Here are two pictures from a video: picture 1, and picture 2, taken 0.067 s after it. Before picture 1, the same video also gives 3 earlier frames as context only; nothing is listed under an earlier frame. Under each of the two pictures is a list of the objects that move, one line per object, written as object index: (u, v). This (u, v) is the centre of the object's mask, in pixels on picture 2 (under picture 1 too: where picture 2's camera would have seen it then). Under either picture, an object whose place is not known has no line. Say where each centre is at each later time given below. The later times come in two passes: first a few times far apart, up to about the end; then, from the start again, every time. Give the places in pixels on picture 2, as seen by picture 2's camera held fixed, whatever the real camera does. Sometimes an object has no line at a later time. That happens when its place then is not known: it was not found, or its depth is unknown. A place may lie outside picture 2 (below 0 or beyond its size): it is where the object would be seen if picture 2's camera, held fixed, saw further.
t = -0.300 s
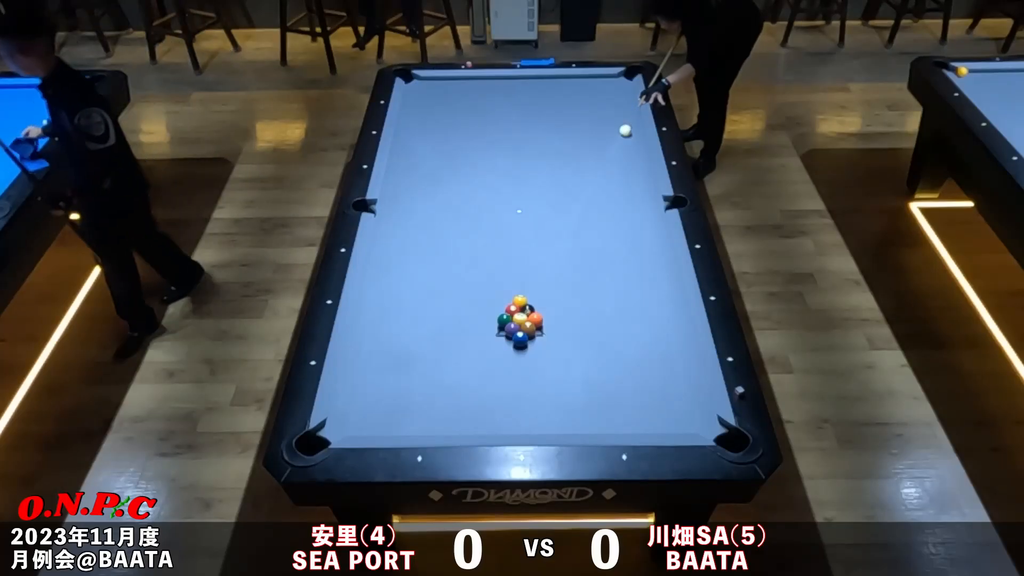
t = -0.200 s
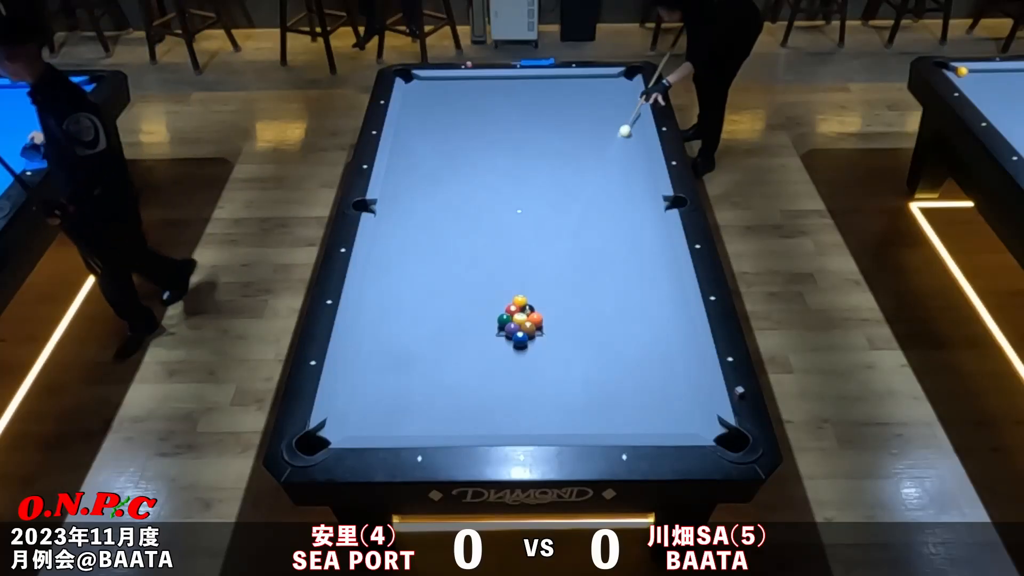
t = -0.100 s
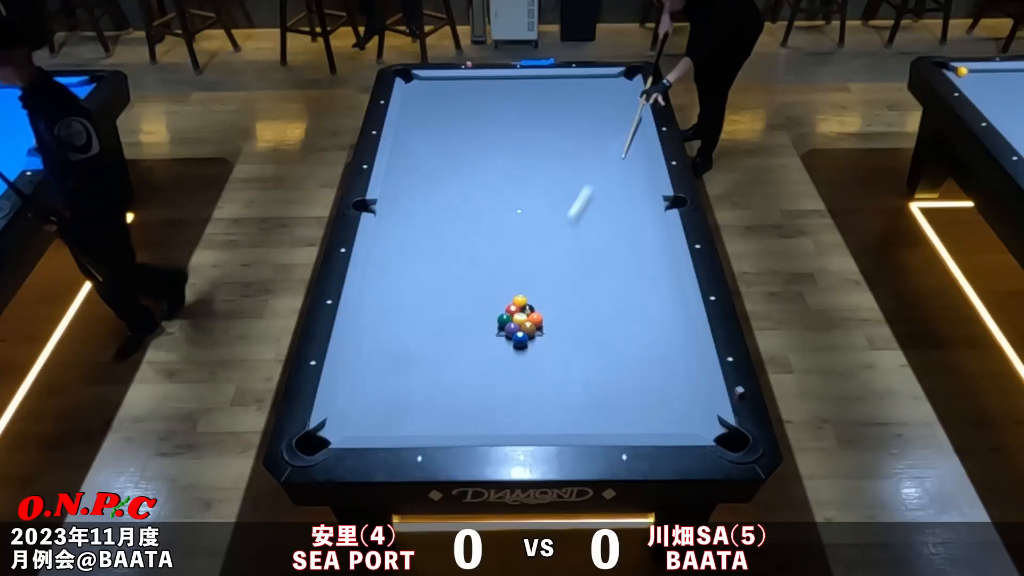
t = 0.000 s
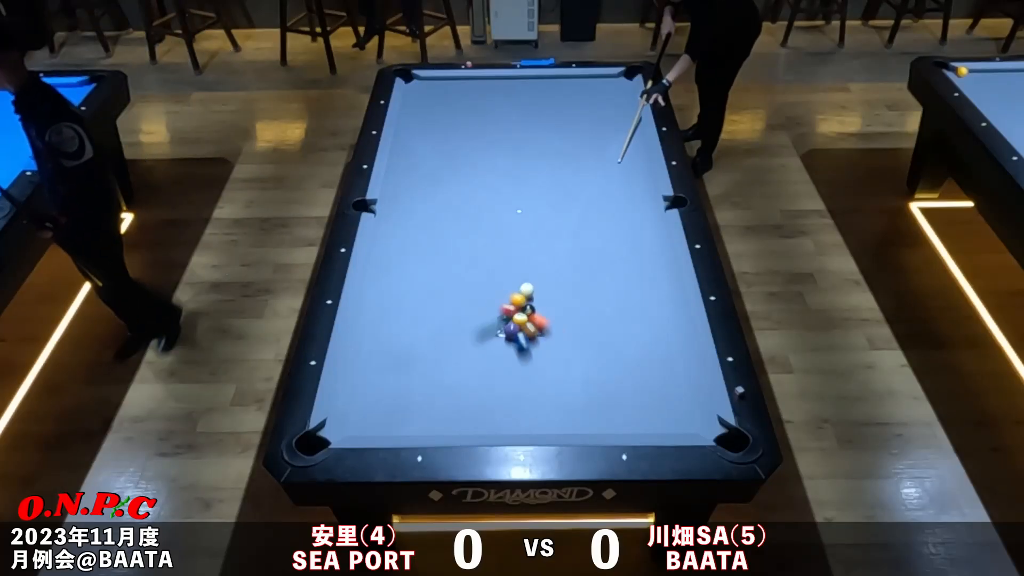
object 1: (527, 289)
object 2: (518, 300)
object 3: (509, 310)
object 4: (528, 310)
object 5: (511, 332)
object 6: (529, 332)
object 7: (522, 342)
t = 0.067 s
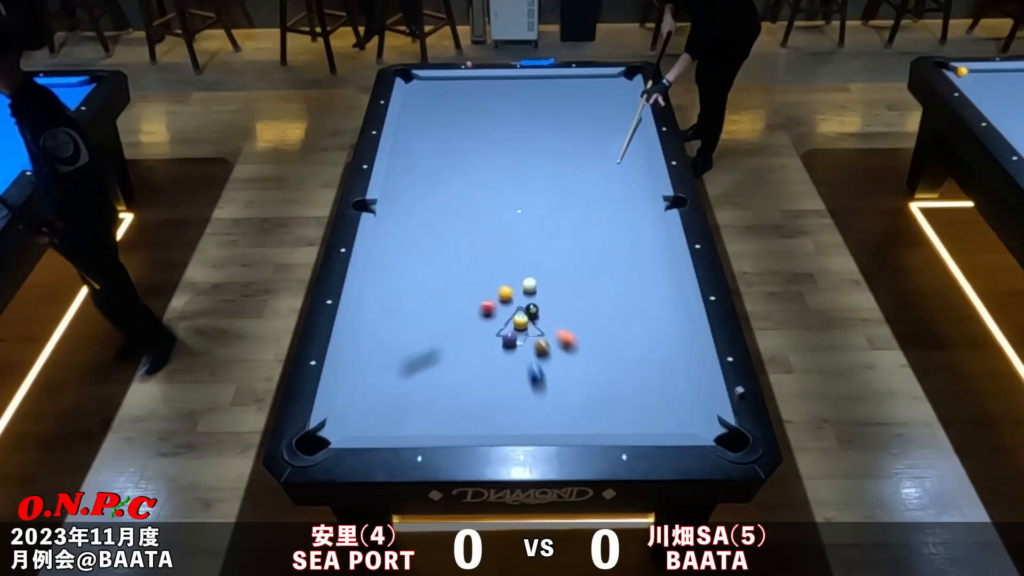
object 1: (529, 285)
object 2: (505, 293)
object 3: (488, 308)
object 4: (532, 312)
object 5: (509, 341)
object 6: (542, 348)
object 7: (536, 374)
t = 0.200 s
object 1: (534, 275)
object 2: (486, 281)
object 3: (455, 302)
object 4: (538, 310)
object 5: (505, 352)
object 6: (562, 373)
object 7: (563, 425)
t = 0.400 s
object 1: (539, 263)
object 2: (460, 265)
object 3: (409, 292)
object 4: (547, 308)
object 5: (498, 371)
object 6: (610, 377)
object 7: (563, 407)
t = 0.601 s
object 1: (544, 251)
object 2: (435, 250)
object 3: (367, 284)
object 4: (555, 306)
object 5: (491, 390)
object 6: (663, 364)
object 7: (553, 415)
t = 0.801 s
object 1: (549, 240)
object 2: (412, 236)
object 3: (394, 274)
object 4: (562, 304)
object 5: (485, 409)
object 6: (680, 355)
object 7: (545, 421)
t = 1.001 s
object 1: (553, 230)
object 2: (391, 223)
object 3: (421, 265)
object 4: (568, 302)
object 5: (478, 427)
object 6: (673, 321)
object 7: (537, 425)
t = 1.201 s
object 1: (557, 221)
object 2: (385, 212)
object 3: (445, 255)
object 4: (574, 301)
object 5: (474, 419)
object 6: (649, 298)
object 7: (533, 427)
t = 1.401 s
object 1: (561, 213)
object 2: (394, 204)
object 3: (468, 247)
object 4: (579, 300)
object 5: (471, 412)
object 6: (628, 277)
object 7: (532, 425)
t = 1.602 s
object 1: (564, 205)
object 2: (403, 196)
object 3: (490, 239)
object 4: (583, 299)
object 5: (467, 403)
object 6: (608, 258)
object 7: (532, 423)
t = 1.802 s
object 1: (567, 198)
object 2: (410, 189)
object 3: (510, 231)
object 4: (586, 299)
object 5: (465, 395)
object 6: (590, 240)
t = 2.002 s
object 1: (570, 192)
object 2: (417, 183)
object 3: (530, 224)
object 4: (588, 299)
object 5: (463, 390)
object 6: (574, 223)
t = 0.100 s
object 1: (531, 283)
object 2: (500, 290)
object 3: (479, 306)
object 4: (533, 311)
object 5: (509, 344)
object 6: (547, 355)
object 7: (543, 389)
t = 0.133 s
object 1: (532, 280)
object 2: (496, 288)
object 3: (471, 304)
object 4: (535, 311)
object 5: (507, 346)
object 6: (552, 361)
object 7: (550, 404)
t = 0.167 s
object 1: (533, 278)
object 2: (491, 285)
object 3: (463, 304)
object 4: (536, 310)
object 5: (506, 349)
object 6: (557, 367)
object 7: (557, 419)
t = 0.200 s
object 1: (534, 275)
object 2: (486, 281)
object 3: (455, 302)
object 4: (538, 310)
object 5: (505, 352)
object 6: (562, 373)
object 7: (563, 425)
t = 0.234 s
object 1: (535, 273)
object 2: (481, 279)
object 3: (447, 300)
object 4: (540, 310)
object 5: (504, 356)
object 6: (567, 379)
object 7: (566, 417)
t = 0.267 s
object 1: (535, 271)
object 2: (477, 276)
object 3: (440, 298)
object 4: (541, 309)
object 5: (503, 359)
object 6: (573, 385)
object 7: (569, 408)
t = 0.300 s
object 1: (536, 269)
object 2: (473, 273)
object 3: (432, 297)
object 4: (542, 309)
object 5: (502, 361)
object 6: (580, 387)
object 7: (570, 402)
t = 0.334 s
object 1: (537, 267)
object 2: (468, 270)
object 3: (424, 296)
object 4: (544, 309)
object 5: (501, 364)
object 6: (590, 384)
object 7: (567, 403)
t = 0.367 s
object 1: (538, 265)
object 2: (464, 268)
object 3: (417, 294)
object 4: (545, 308)
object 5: (500, 368)
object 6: (600, 380)
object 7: (565, 405)
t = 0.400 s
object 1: (539, 263)
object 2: (460, 265)
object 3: (409, 292)
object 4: (547, 308)
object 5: (498, 371)
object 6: (610, 377)
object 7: (563, 407)
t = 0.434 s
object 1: (540, 261)
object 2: (455, 263)
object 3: (402, 291)
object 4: (548, 308)
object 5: (497, 375)
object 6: (619, 373)
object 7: (561, 409)
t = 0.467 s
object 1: (541, 259)
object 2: (451, 260)
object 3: (395, 290)
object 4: (550, 307)
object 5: (497, 379)
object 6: (628, 371)
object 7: (560, 410)
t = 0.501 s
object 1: (542, 257)
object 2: (447, 258)
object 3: (387, 288)
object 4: (551, 307)
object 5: (495, 380)
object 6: (638, 370)
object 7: (558, 411)
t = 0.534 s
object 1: (542, 255)
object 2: (443, 255)
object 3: (380, 287)
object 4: (552, 307)
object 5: (494, 384)
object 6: (646, 368)
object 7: (556, 412)
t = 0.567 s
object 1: (543, 253)
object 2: (439, 252)
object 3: (373, 285)
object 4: (554, 306)
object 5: (493, 387)
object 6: (654, 366)
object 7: (555, 414)
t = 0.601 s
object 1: (544, 251)
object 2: (435, 250)
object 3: (367, 284)
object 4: (555, 306)
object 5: (491, 390)
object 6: (663, 364)
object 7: (553, 415)
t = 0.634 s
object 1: (545, 249)
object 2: (431, 248)
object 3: (370, 282)
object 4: (556, 305)
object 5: (490, 394)
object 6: (671, 363)
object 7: (552, 416)
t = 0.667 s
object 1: (546, 247)
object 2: (427, 245)
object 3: (376, 280)
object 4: (557, 306)
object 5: (489, 397)
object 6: (680, 361)
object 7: (550, 416)
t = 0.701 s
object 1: (547, 245)
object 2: (423, 243)
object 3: (380, 279)
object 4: (559, 305)
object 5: (488, 400)
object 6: (688, 360)
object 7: (549, 418)
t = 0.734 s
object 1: (547, 244)
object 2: (420, 241)
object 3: (385, 277)
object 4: (560, 304)
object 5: (487, 403)
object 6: (692, 357)
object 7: (548, 419)
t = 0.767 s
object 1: (548, 242)
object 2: (416, 239)
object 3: (390, 276)
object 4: (561, 304)
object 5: (486, 407)
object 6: (686, 356)
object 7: (546, 420)
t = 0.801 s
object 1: (549, 240)
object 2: (412, 236)
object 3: (394, 274)
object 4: (562, 304)
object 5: (485, 409)
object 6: (680, 355)
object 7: (545, 421)
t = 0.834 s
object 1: (550, 239)
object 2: (408, 234)
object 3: (399, 272)
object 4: (563, 303)
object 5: (483, 414)
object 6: (682, 348)
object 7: (543, 422)
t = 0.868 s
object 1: (550, 237)
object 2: (405, 232)
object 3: (403, 271)
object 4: (564, 303)
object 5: (482, 417)
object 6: (686, 340)
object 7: (542, 422)
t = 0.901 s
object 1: (551, 235)
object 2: (401, 229)
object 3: (407, 270)
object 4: (565, 303)
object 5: (481, 419)
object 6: (686, 334)
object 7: (541, 423)
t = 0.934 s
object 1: (552, 233)
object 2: (398, 227)
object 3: (412, 267)
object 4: (566, 303)
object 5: (480, 423)
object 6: (681, 329)
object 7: (539, 425)
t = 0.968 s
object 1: (552, 232)
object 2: (394, 225)
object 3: (416, 266)
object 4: (568, 302)
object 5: (479, 425)
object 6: (677, 325)
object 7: (538, 425)
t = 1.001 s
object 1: (553, 230)
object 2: (391, 223)
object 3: (421, 265)
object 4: (568, 302)
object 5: (478, 427)
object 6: (673, 321)
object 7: (537, 425)
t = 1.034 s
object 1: (554, 229)
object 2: (387, 221)
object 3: (425, 263)
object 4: (570, 302)
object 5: (476, 428)
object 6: (669, 317)
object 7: (536, 427)
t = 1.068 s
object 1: (555, 227)
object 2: (384, 219)
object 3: (429, 262)
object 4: (570, 302)
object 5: (476, 427)
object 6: (665, 313)
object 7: (534, 427)
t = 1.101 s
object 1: (555, 225)
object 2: (381, 217)
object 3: (433, 260)
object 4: (571, 301)
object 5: (475, 426)
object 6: (661, 309)
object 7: (534, 427)
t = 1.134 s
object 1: (556, 224)
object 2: (382, 215)
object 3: (437, 258)
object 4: (572, 301)
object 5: (475, 425)
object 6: (657, 305)
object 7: (533, 427)
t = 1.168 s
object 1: (557, 223)
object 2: (383, 214)
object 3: (441, 257)
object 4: (573, 301)
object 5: (474, 424)
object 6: (653, 301)
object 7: (533, 427)
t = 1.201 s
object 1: (557, 221)
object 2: (385, 212)
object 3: (445, 255)
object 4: (574, 301)
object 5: (474, 419)
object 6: (649, 298)
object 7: (533, 427)
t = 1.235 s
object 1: (558, 220)
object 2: (387, 211)
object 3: (449, 254)
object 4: (575, 301)
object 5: (473, 417)
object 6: (645, 294)
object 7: (533, 426)
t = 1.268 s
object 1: (558, 218)
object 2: (388, 209)
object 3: (453, 252)
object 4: (576, 301)
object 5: (473, 417)
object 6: (642, 291)
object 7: (533, 426)
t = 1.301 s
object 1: (559, 217)
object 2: (390, 208)
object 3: (457, 251)
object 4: (577, 301)
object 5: (472, 416)
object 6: (638, 287)
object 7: (533, 426)
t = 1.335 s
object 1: (560, 215)
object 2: (391, 207)
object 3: (461, 250)
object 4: (577, 301)
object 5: (472, 415)
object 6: (635, 284)
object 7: (532, 426)
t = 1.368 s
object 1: (560, 214)
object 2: (393, 205)
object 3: (465, 248)
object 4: (578, 301)
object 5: (471, 414)
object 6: (631, 280)
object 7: (532, 426)
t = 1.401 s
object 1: (561, 213)
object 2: (394, 204)
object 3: (468, 247)
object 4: (579, 300)
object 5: (471, 412)
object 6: (628, 277)
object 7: (532, 425)
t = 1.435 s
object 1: (561, 211)
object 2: (396, 203)
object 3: (472, 246)
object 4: (580, 300)
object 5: (470, 411)
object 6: (625, 273)
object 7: (532, 425)
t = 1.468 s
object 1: (562, 210)
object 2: (397, 201)
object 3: (476, 244)
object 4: (580, 300)
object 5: (470, 408)
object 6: (621, 270)
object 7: (532, 425)
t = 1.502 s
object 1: (562, 209)
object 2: (398, 200)
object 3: (479, 243)
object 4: (581, 300)
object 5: (469, 407)
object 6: (618, 267)
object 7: (532, 425)
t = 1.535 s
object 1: (563, 208)
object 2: (400, 199)
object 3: (483, 241)
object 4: (582, 300)
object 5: (468, 405)
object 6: (614, 264)
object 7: (532, 425)
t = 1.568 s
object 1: (563, 206)
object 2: (401, 197)
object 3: (487, 240)
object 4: (582, 300)
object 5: (468, 404)
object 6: (611, 260)
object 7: (532, 425)
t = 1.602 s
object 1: (564, 205)
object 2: (403, 196)
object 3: (490, 239)
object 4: (583, 299)
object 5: (467, 403)
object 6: (608, 258)
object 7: (532, 423)
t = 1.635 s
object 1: (564, 204)
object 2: (404, 195)
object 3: (494, 238)
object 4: (583, 299)
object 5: (467, 402)
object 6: (605, 254)
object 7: (531, 423)
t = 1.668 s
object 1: (565, 203)
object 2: (405, 194)
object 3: (497, 236)
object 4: (584, 299)
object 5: (466, 400)
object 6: (602, 251)
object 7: (531, 422)
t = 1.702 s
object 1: (565, 201)
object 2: (406, 193)
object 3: (501, 235)
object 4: (585, 299)
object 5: (466, 399)
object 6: (599, 248)
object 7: (531, 422)
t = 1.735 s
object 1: (566, 200)
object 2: (408, 191)
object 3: (504, 234)
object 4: (585, 299)
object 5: (466, 398)
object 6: (596, 245)
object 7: (531, 422)
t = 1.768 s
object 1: (567, 199)
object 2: (409, 190)
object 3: (507, 233)
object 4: (586, 299)
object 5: (465, 397)
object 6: (593, 243)
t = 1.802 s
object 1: (567, 198)
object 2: (410, 189)
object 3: (510, 231)
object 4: (586, 299)
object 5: (465, 395)
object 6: (590, 240)
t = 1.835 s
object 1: (567, 197)
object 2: (412, 188)
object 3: (514, 230)
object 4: (587, 299)
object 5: (464, 395)
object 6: (587, 237)
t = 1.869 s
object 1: (568, 195)
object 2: (413, 187)
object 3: (517, 229)
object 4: (587, 299)
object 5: (464, 394)
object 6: (585, 234)
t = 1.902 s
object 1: (568, 195)
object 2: (414, 186)
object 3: (520, 228)
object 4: (587, 299)
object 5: (464, 393)
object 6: (582, 232)
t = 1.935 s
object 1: (569, 193)
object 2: (415, 185)
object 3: (524, 227)
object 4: (588, 299)
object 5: (463, 392)
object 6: (579, 229)
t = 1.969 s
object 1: (569, 192)
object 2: (416, 184)
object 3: (527, 225)
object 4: (588, 300)
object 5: (463, 390)
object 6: (576, 226)
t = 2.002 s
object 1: (570, 192)
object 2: (417, 183)
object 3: (530, 224)
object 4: (588, 299)
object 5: (463, 390)
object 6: (574, 223)
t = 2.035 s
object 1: (570, 190)
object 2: (419, 181)
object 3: (533, 223)
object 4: (589, 299)
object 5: (463, 388)
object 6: (572, 221)
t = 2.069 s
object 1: (571, 189)
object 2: (420, 180)
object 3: (536, 222)
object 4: (589, 299)
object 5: (462, 387)
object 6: (569, 219)
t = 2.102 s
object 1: (571, 188)
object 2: (421, 179)
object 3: (539, 221)
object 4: (589, 300)
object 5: (462, 386)
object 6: (566, 216)
